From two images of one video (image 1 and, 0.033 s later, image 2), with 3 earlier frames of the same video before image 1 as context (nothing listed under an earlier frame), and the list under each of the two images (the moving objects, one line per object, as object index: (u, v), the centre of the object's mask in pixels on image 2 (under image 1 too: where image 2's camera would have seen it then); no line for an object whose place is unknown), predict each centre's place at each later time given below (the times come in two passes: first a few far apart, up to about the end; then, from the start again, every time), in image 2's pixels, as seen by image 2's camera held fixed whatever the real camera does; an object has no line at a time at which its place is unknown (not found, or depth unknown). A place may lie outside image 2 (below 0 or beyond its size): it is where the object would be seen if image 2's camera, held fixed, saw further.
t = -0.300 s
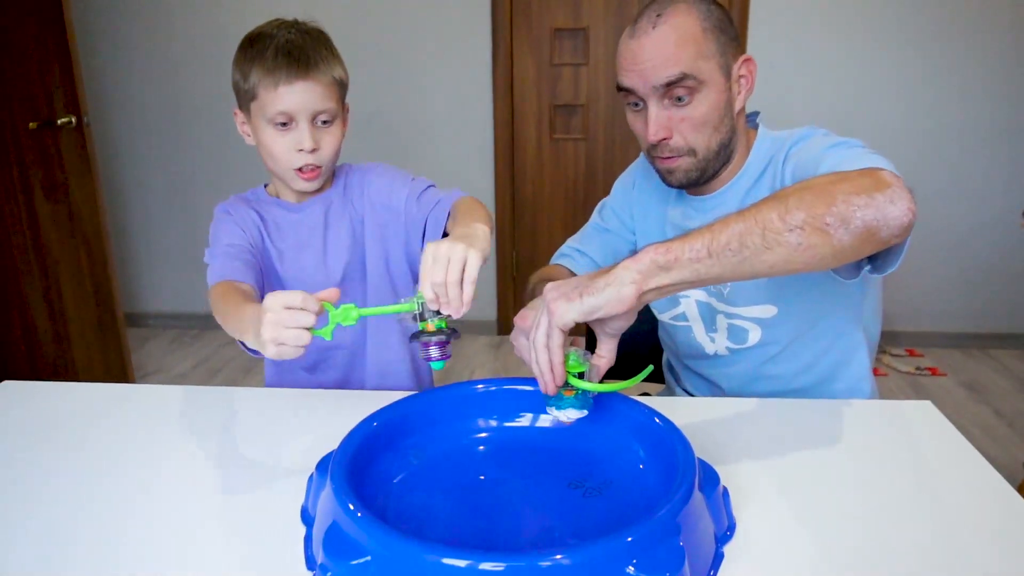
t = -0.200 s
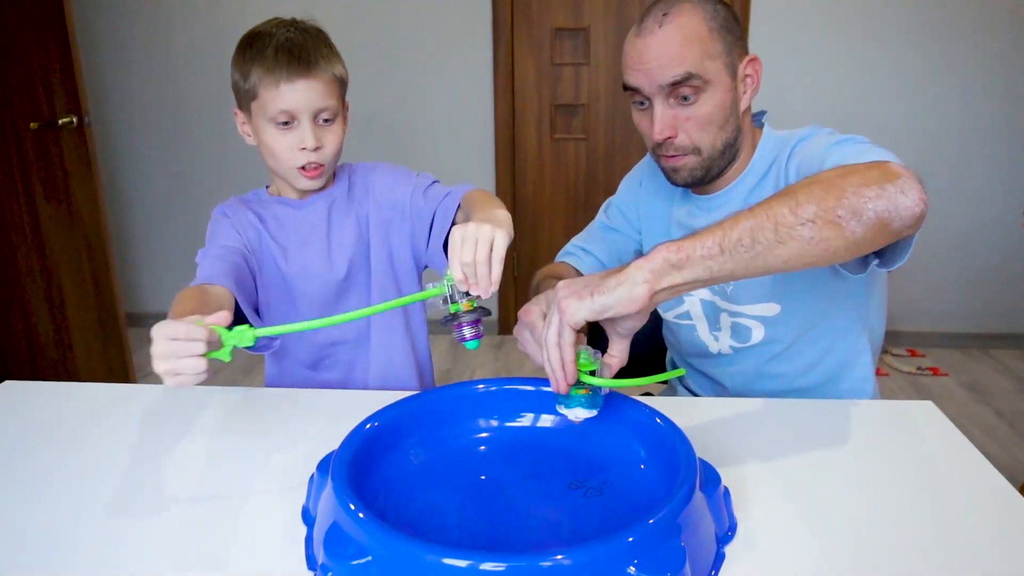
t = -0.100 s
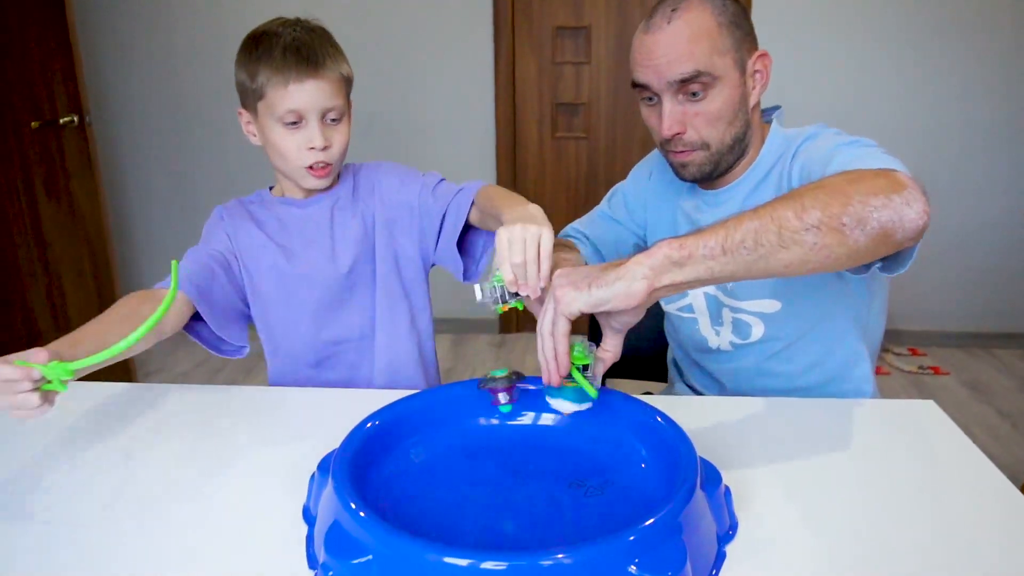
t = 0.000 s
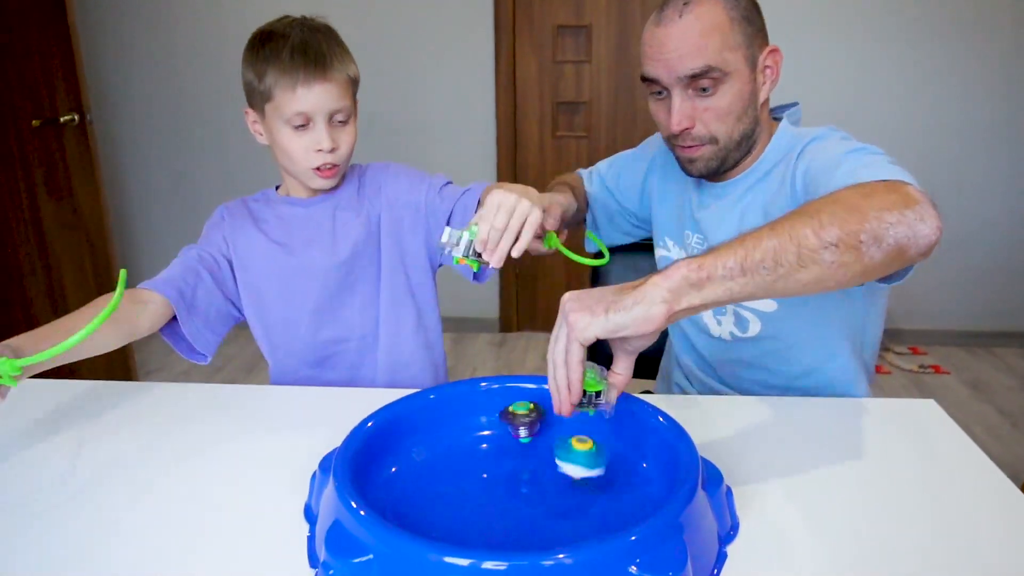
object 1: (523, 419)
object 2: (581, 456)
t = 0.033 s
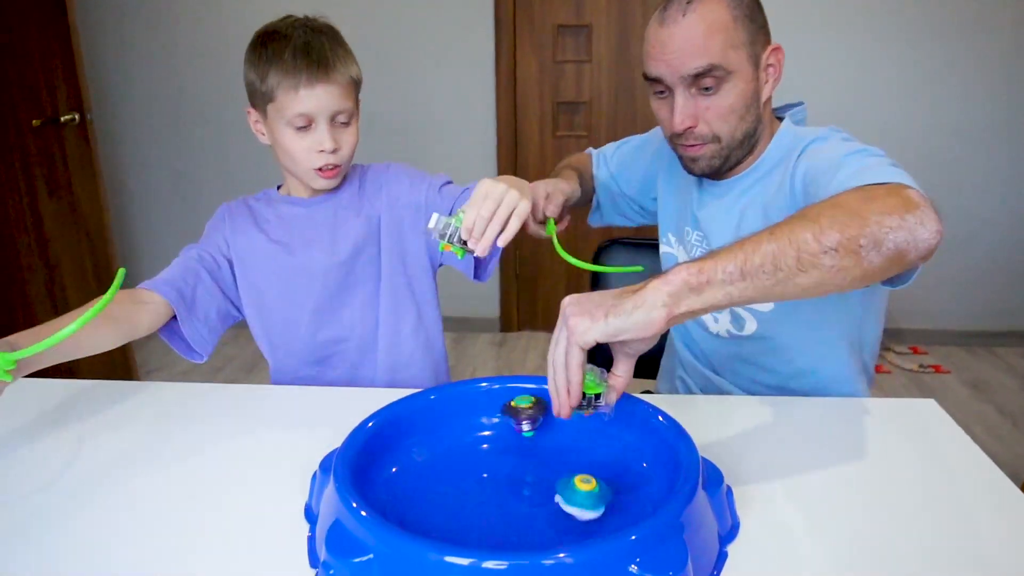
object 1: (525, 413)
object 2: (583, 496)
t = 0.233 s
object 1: (531, 431)
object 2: (571, 527)
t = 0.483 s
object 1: (492, 435)
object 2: (533, 534)
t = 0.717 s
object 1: (477, 456)
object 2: (544, 529)
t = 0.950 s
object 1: (465, 463)
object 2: (547, 527)
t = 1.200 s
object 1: (453, 461)
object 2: (547, 524)
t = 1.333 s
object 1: (452, 458)
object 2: (544, 521)
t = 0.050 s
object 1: (526, 413)
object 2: (584, 507)
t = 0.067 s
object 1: (528, 418)
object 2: (584, 505)
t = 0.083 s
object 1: (528, 420)
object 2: (585, 505)
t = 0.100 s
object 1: (530, 428)
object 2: (585, 506)
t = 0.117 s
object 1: (530, 426)
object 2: (585, 512)
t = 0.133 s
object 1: (530, 425)
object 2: (584, 517)
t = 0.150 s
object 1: (531, 422)
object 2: (582, 524)
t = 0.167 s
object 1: (531, 424)
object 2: (580, 532)
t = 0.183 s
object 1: (531, 425)
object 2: (580, 533)
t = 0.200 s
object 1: (531, 431)
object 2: (576, 529)
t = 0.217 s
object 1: (531, 430)
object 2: (572, 527)
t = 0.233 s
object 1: (531, 431)
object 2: (571, 527)
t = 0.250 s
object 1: (531, 431)
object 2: (565, 528)
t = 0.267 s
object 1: (530, 435)
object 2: (560, 530)
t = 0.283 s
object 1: (529, 435)
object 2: (557, 533)
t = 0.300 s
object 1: (526, 435)
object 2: (551, 537)
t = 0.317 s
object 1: (523, 436)
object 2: (548, 536)
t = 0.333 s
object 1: (522, 439)
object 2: (545, 537)
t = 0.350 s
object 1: (518, 439)
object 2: (542, 536)
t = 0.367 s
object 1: (514, 437)
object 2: (540, 536)
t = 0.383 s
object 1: (511, 437)
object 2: (538, 536)
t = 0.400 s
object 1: (507, 440)
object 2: (536, 536)
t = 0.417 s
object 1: (502, 444)
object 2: (534, 536)
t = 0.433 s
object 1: (501, 440)
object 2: (534, 536)
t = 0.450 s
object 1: (497, 436)
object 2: (533, 535)
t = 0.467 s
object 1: (493, 434)
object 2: (532, 535)
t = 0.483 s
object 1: (492, 435)
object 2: (533, 534)
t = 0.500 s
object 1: (489, 438)
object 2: (533, 534)
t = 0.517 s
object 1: (485, 446)
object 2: (533, 533)
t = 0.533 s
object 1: (484, 446)
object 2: (534, 532)
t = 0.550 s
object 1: (482, 447)
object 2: (535, 532)
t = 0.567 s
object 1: (480, 449)
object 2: (536, 531)
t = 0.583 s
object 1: (479, 451)
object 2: (538, 531)
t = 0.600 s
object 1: (479, 450)
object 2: (539, 531)
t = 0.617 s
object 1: (478, 452)
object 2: (540, 530)
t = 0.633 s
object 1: (478, 452)
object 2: (541, 530)
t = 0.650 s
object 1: (478, 453)
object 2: (541, 529)
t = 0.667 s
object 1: (478, 454)
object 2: (542, 529)
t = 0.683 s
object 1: (478, 454)
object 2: (544, 529)
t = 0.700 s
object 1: (477, 455)
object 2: (544, 528)
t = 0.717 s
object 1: (477, 456)
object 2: (544, 529)
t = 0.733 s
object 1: (476, 456)
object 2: (545, 528)
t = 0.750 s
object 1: (476, 456)
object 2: (545, 528)
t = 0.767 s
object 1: (475, 457)
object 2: (545, 528)
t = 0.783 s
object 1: (475, 458)
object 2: (546, 528)
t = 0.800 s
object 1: (474, 458)
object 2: (545, 528)
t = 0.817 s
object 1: (474, 459)
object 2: (546, 528)
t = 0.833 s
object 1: (472, 459)
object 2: (546, 527)
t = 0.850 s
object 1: (472, 460)
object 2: (545, 527)
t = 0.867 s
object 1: (470, 461)
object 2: (546, 527)
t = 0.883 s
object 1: (470, 461)
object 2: (546, 527)
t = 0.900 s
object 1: (468, 461)
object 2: (546, 527)
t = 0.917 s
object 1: (467, 462)
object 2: (547, 527)
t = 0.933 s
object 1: (467, 462)
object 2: (546, 527)
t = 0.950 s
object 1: (465, 463)
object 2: (547, 527)
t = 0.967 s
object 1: (463, 462)
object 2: (547, 526)
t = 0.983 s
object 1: (463, 463)
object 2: (546, 526)
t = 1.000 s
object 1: (462, 463)
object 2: (547, 526)
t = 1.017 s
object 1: (460, 463)
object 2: (546, 525)
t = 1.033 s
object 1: (460, 463)
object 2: (547, 526)
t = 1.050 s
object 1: (459, 463)
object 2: (547, 525)
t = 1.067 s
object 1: (457, 463)
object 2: (546, 525)
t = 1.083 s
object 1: (457, 462)
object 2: (547, 525)
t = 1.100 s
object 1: (456, 462)
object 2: (547, 525)
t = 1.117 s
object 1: (455, 462)
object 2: (546, 525)
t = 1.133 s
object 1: (455, 462)
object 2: (547, 524)
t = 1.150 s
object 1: (454, 462)
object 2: (546, 524)
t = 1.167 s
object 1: (453, 461)
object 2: (547, 524)
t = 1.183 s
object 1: (453, 461)
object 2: (546, 524)
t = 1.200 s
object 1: (453, 461)
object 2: (547, 524)
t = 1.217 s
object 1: (453, 461)
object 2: (547, 523)
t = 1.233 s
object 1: (452, 461)
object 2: (547, 523)
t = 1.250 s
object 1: (452, 460)
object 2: (546, 522)
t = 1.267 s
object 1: (452, 460)
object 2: (546, 522)
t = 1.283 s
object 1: (452, 460)
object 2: (546, 522)
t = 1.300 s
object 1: (452, 459)
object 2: (545, 522)
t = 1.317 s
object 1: (452, 459)
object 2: (544, 521)
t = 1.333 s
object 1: (452, 458)
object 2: (544, 521)
